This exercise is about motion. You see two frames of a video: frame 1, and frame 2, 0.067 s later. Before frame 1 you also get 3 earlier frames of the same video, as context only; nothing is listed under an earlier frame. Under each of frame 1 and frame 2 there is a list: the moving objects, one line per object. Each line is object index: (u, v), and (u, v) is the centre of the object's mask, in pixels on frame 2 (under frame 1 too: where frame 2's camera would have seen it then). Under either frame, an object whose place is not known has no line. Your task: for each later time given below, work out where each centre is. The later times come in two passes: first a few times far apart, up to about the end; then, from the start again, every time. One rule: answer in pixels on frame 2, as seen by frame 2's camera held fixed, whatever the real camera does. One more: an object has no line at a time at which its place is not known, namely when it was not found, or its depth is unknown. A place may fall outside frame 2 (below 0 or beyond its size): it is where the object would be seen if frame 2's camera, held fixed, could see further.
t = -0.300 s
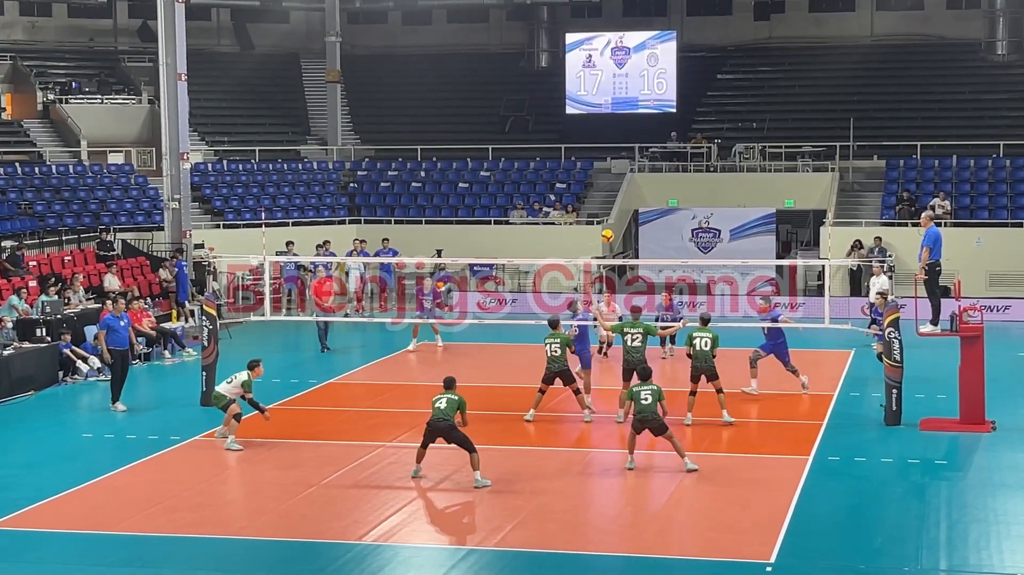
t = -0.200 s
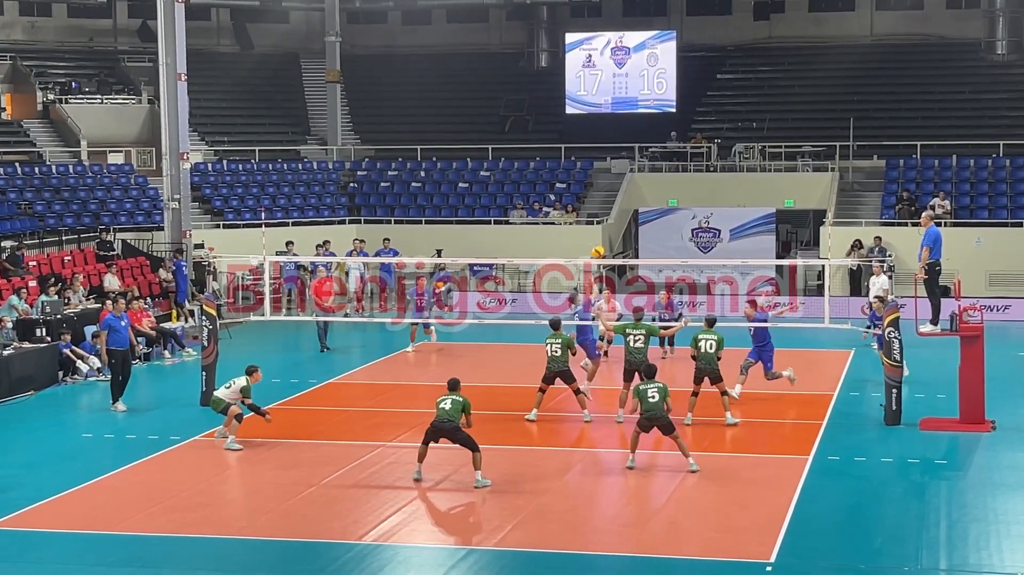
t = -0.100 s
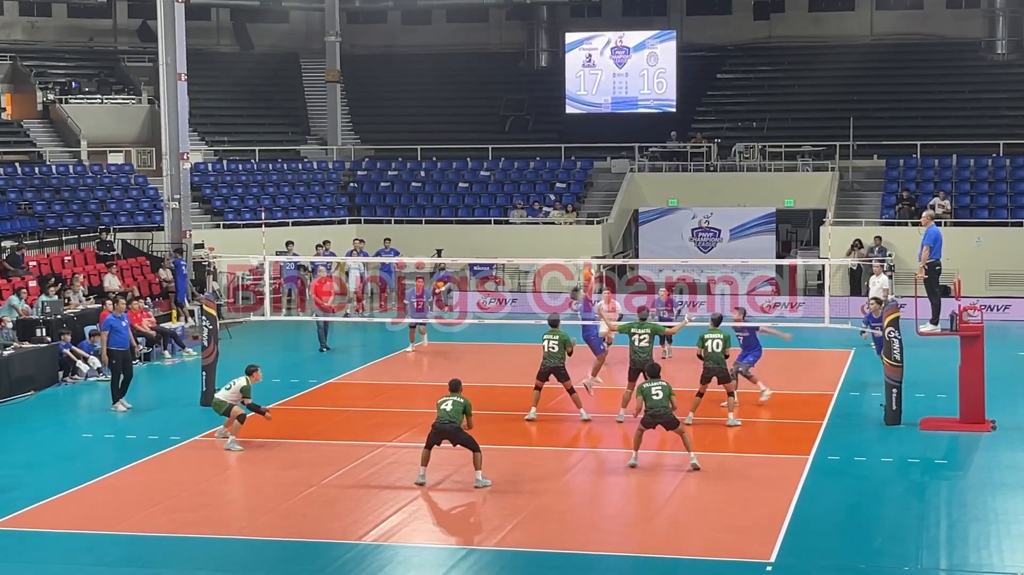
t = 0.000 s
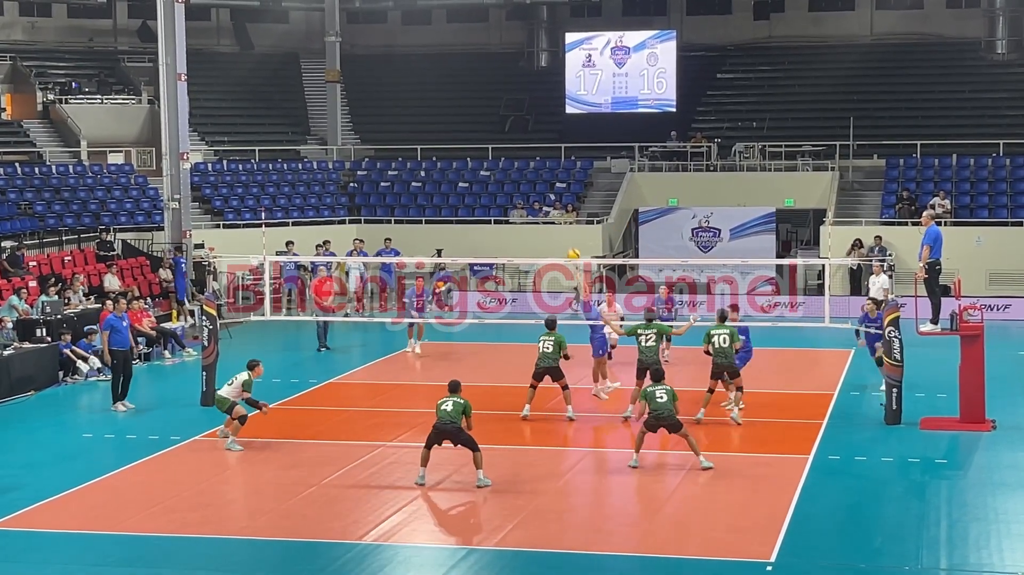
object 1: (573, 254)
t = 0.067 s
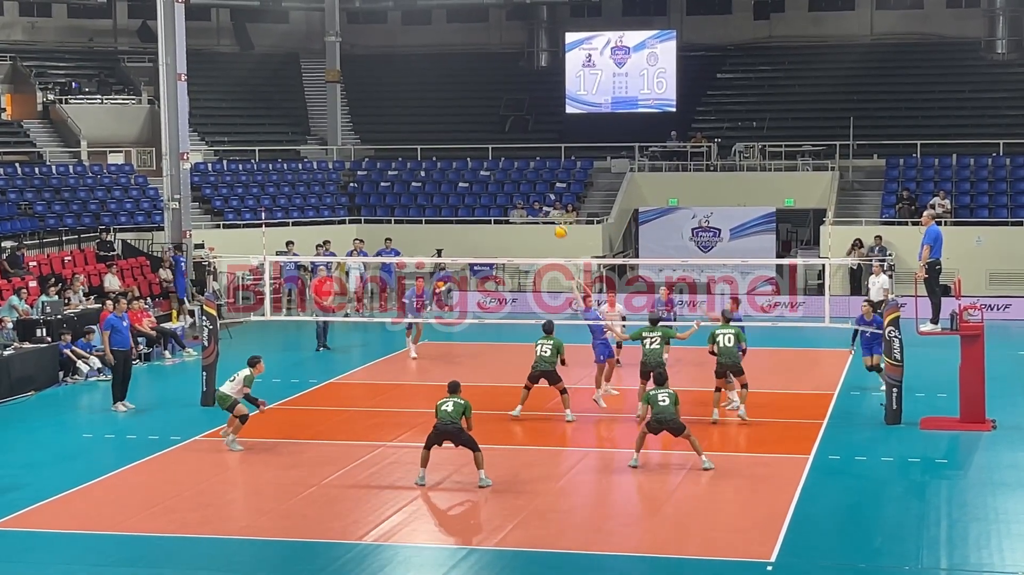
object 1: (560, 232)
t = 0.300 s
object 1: (518, 175)
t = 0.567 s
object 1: (475, 154)
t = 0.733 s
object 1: (449, 162)
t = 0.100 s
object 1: (554, 221)
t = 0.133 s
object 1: (548, 211)
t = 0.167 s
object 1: (542, 202)
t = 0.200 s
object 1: (536, 194)
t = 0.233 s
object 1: (530, 187)
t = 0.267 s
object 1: (524, 181)
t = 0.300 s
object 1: (518, 175)
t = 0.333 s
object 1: (513, 170)
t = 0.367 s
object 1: (507, 166)
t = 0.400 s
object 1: (501, 162)
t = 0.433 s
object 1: (496, 159)
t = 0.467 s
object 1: (490, 156)
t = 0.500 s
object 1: (485, 155)
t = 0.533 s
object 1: (480, 154)
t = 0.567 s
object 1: (475, 154)
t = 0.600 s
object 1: (469, 154)
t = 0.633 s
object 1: (465, 155)
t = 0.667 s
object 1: (460, 157)
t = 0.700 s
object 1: (454, 159)
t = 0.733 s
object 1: (449, 162)
